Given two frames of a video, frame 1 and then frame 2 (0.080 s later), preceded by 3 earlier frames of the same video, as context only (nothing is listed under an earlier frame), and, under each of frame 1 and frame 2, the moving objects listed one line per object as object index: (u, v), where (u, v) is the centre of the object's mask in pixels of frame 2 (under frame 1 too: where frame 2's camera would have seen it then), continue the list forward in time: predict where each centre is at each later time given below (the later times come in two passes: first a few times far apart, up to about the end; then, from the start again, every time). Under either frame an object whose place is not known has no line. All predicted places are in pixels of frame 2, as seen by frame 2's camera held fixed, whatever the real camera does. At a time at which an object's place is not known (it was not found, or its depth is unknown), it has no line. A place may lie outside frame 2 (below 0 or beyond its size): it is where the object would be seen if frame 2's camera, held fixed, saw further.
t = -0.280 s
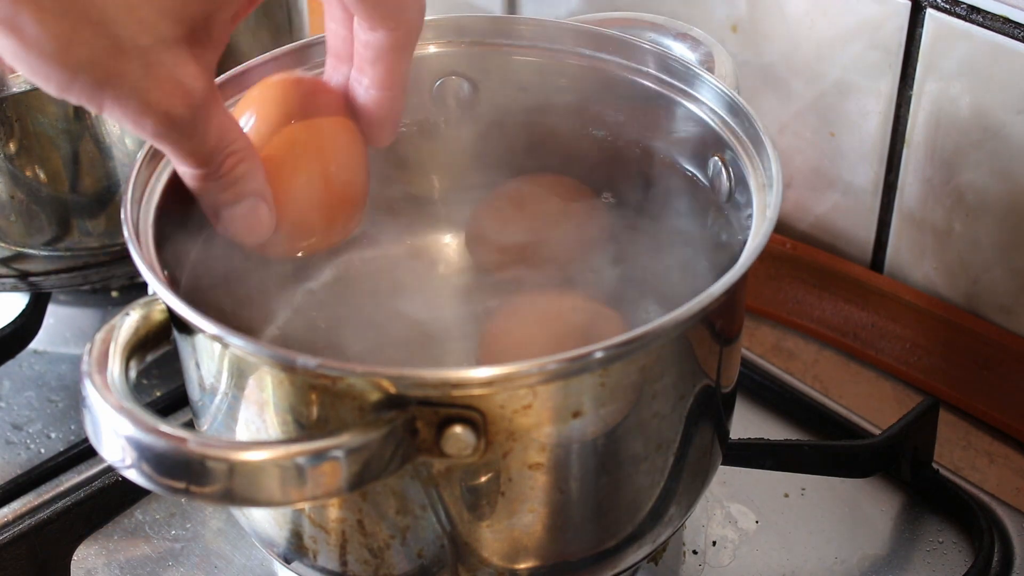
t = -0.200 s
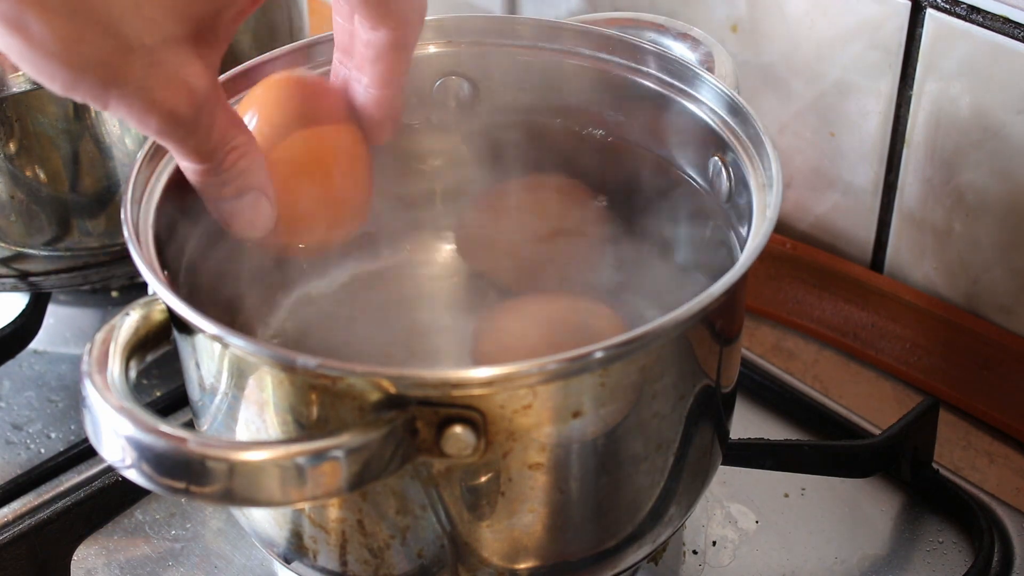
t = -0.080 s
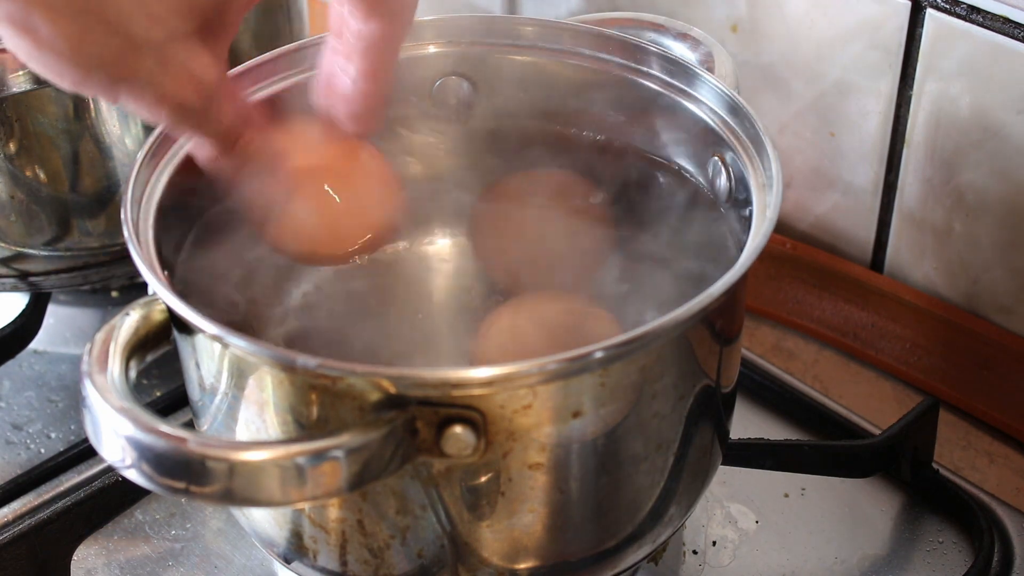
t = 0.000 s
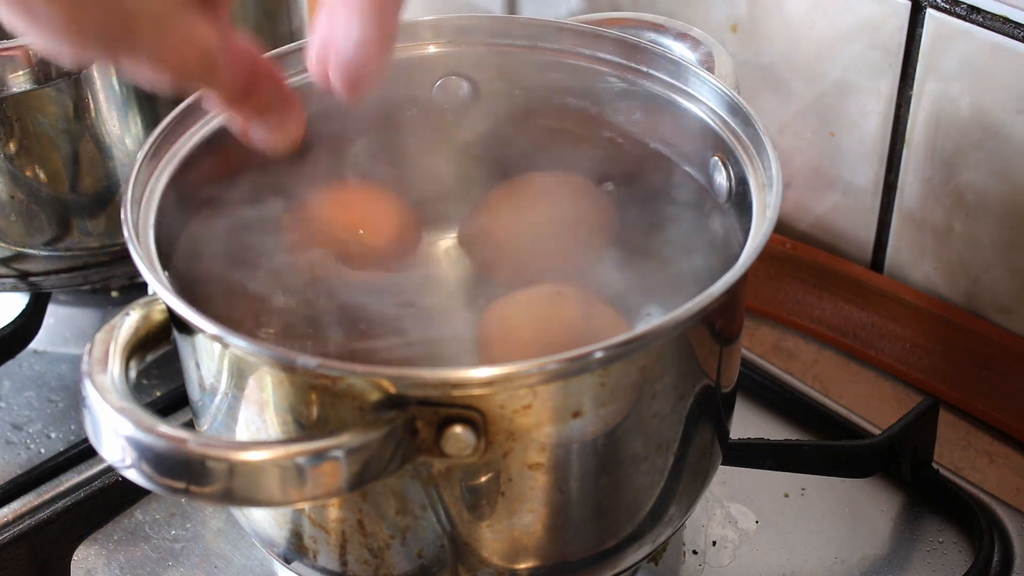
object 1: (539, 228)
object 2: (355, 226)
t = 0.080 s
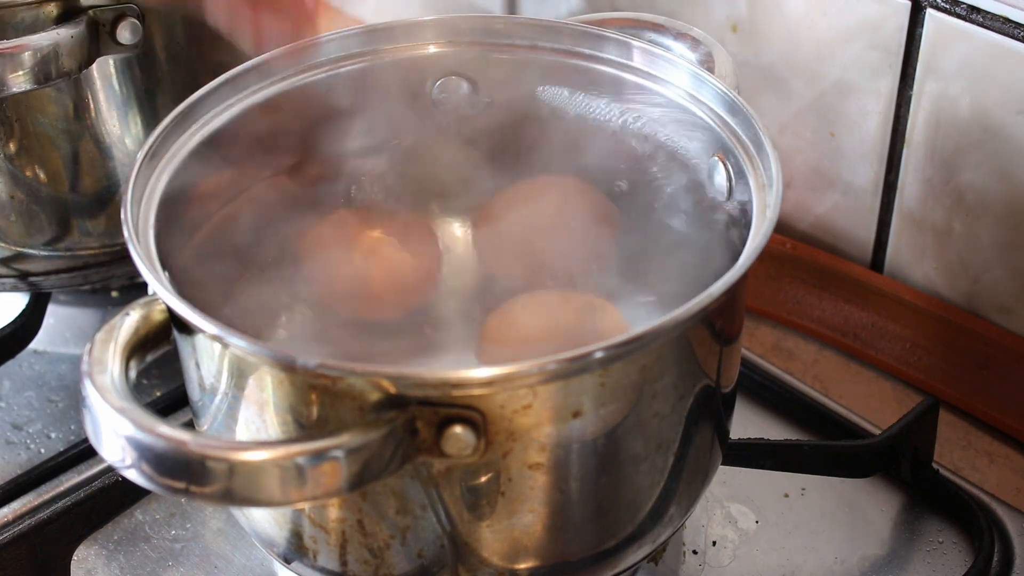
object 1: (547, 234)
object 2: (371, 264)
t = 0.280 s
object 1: (544, 231)
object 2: (412, 257)
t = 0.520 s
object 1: (553, 214)
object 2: (433, 287)
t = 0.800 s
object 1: (554, 235)
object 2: (422, 307)
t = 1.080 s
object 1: (569, 244)
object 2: (420, 302)
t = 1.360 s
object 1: (569, 245)
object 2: (410, 296)
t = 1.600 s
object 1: (562, 247)
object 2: (398, 302)
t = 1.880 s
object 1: (557, 235)
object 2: (379, 304)
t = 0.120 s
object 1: (541, 234)
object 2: (377, 265)
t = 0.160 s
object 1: (535, 233)
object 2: (379, 259)
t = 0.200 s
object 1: (528, 230)
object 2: (390, 254)
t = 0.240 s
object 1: (531, 227)
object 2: (402, 257)
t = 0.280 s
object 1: (544, 231)
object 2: (412, 257)
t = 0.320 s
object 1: (550, 235)
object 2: (420, 259)
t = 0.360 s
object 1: (549, 230)
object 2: (428, 261)
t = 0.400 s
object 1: (552, 229)
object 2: (431, 264)
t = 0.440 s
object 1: (548, 230)
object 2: (431, 273)
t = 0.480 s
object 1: (546, 215)
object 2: (427, 282)
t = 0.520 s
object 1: (553, 214)
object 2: (433, 287)
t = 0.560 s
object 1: (554, 227)
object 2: (427, 296)
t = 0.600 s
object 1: (561, 232)
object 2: (430, 295)
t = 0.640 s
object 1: (561, 234)
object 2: (435, 292)
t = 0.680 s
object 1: (559, 239)
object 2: (433, 294)
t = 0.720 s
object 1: (563, 241)
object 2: (431, 298)
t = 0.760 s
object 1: (562, 240)
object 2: (423, 306)
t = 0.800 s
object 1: (554, 235)
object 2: (422, 307)
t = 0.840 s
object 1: (561, 237)
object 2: (424, 305)
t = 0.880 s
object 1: (567, 235)
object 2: (422, 306)
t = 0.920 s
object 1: (569, 240)
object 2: (424, 307)
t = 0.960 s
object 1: (569, 245)
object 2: (425, 307)
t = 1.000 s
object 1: (568, 244)
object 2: (425, 305)
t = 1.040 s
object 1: (571, 239)
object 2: (423, 301)
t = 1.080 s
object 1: (569, 244)
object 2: (420, 302)
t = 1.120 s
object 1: (568, 246)
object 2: (414, 304)
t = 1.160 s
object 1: (566, 247)
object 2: (410, 305)
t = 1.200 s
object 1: (566, 240)
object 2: (411, 303)
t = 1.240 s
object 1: (568, 244)
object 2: (412, 303)
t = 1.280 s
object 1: (567, 250)
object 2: (410, 303)
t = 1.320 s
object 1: (568, 247)
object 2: (412, 299)
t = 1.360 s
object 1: (569, 245)
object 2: (410, 296)
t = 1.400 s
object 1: (568, 243)
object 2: (407, 298)
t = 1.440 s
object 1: (566, 238)
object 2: (401, 302)
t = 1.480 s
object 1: (563, 238)
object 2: (395, 302)
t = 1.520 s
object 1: (560, 245)
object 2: (397, 302)
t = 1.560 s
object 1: (559, 248)
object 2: (399, 302)
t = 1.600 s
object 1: (562, 247)
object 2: (398, 302)
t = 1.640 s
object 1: (565, 246)
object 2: (399, 302)
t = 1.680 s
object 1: (566, 246)
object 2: (395, 303)
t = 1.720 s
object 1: (566, 244)
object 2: (393, 304)
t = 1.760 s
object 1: (562, 240)
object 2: (387, 304)
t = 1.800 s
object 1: (558, 237)
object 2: (385, 301)
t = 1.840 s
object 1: (555, 236)
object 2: (381, 301)
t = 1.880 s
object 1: (557, 235)
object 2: (379, 304)
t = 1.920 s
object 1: (560, 236)
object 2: (378, 305)
